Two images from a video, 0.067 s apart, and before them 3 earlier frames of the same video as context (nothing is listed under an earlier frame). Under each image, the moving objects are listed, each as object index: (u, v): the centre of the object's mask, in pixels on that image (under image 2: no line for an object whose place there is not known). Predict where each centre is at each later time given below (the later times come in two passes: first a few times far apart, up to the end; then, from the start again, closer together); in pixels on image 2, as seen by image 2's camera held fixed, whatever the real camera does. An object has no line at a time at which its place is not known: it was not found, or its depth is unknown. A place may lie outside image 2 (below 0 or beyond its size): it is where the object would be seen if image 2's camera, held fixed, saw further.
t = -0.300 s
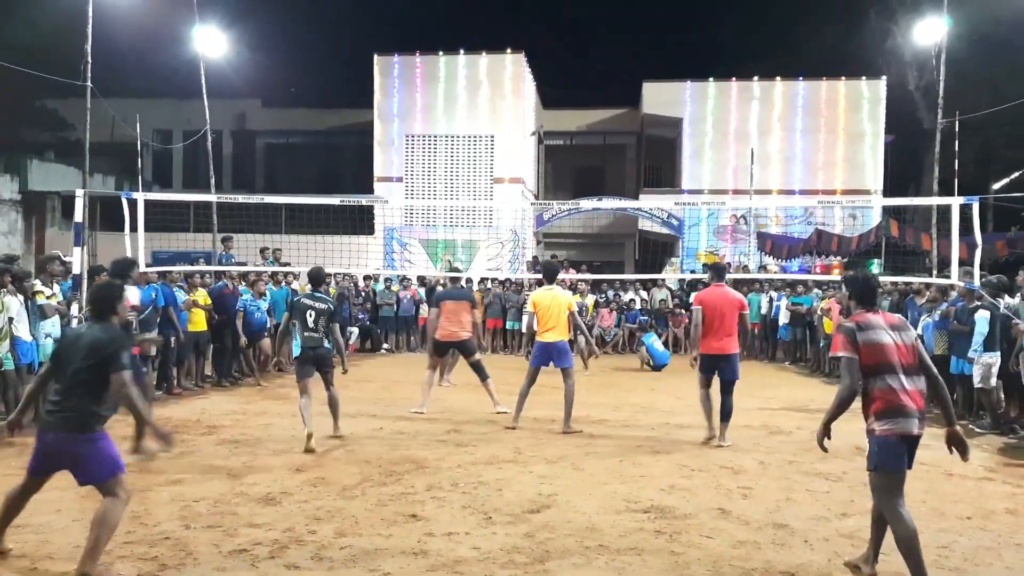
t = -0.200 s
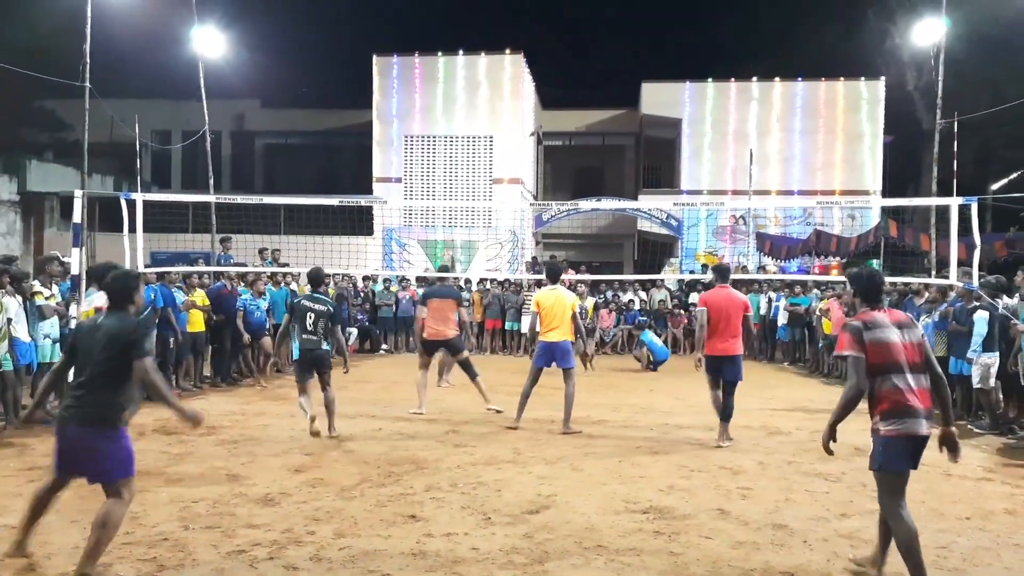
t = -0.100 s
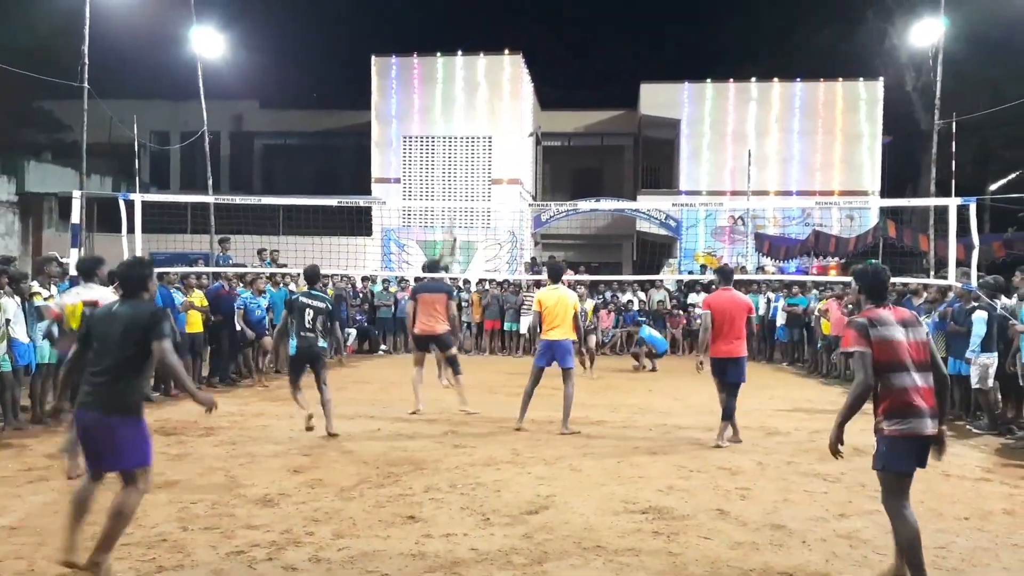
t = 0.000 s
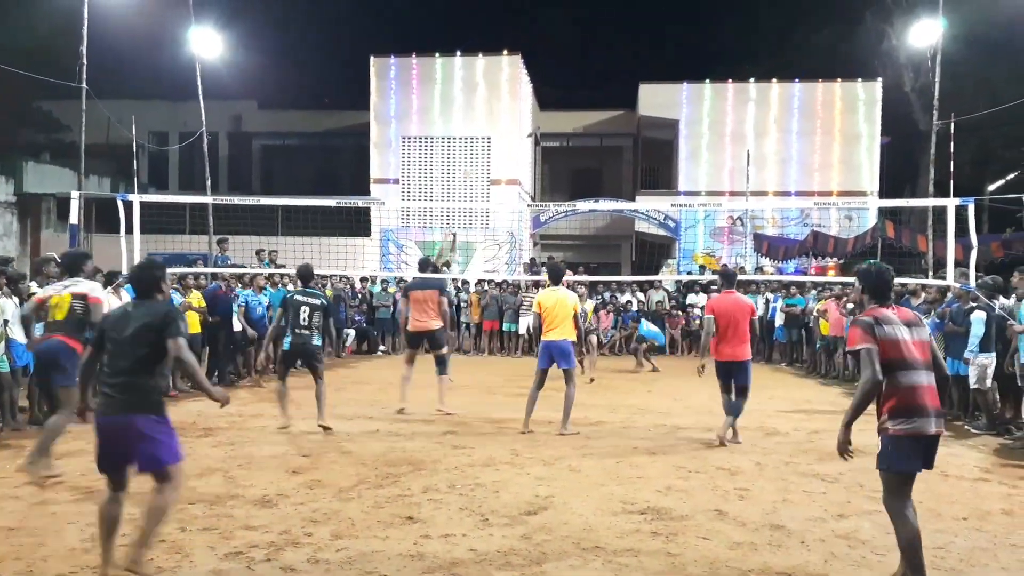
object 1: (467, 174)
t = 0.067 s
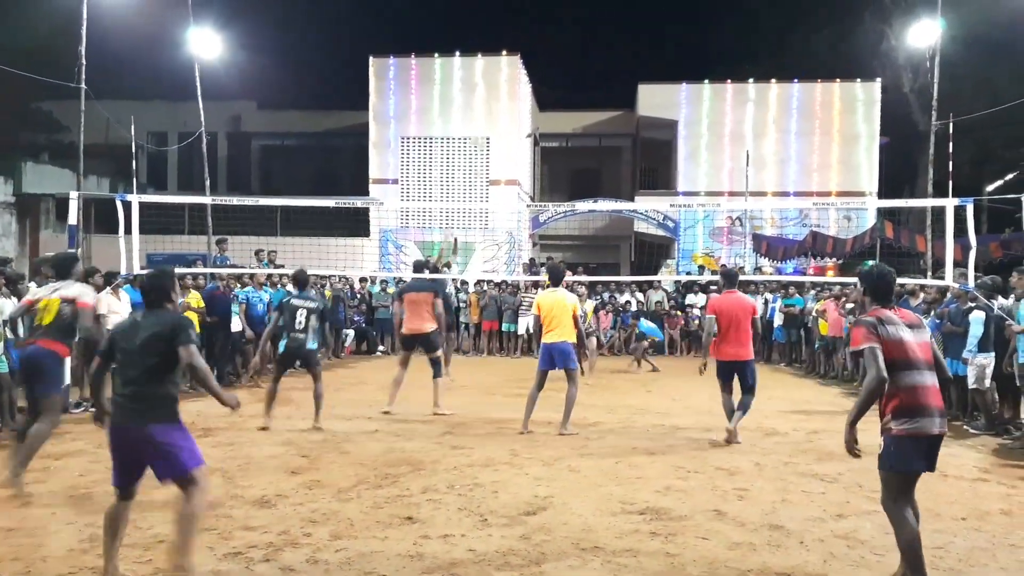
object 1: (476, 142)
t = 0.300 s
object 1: (516, 57)
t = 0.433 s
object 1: (539, 23)
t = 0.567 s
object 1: (562, 3)
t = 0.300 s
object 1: (516, 57)
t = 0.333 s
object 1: (522, 48)
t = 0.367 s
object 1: (527, 39)
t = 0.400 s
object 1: (533, 31)
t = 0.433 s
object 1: (539, 23)
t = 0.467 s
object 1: (545, 17)
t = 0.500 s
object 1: (550, 11)
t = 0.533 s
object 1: (556, 6)
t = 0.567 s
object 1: (562, 3)
